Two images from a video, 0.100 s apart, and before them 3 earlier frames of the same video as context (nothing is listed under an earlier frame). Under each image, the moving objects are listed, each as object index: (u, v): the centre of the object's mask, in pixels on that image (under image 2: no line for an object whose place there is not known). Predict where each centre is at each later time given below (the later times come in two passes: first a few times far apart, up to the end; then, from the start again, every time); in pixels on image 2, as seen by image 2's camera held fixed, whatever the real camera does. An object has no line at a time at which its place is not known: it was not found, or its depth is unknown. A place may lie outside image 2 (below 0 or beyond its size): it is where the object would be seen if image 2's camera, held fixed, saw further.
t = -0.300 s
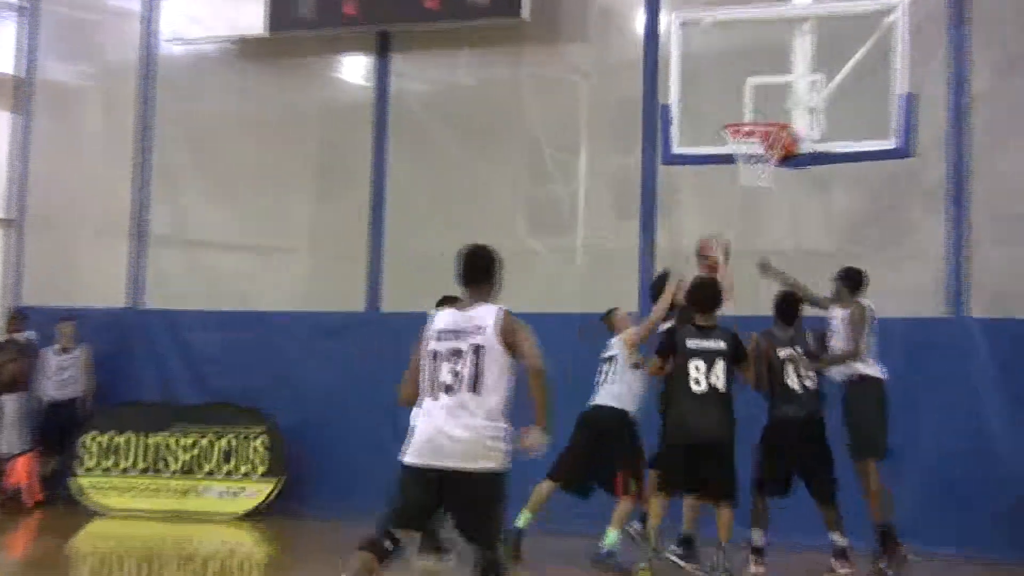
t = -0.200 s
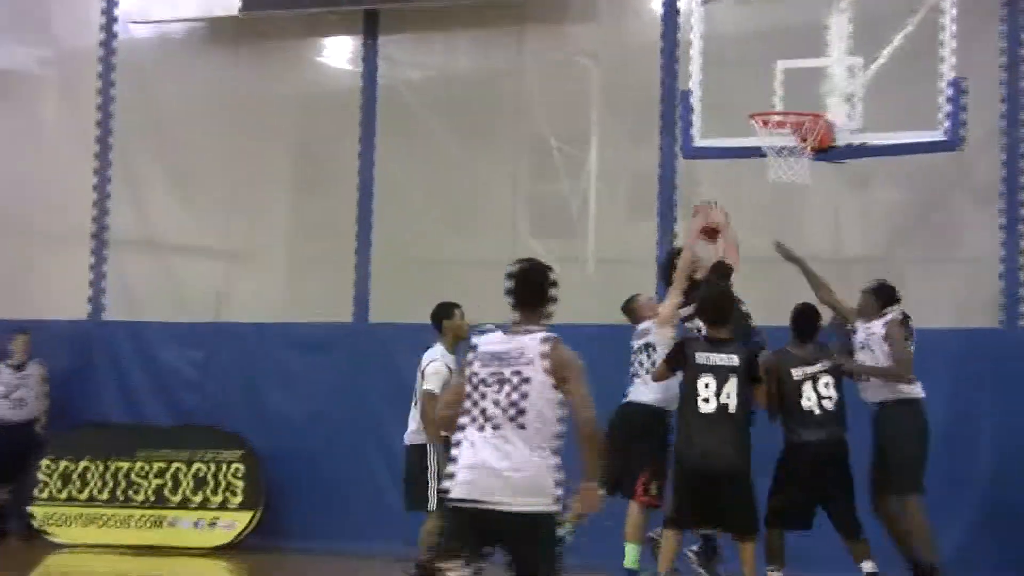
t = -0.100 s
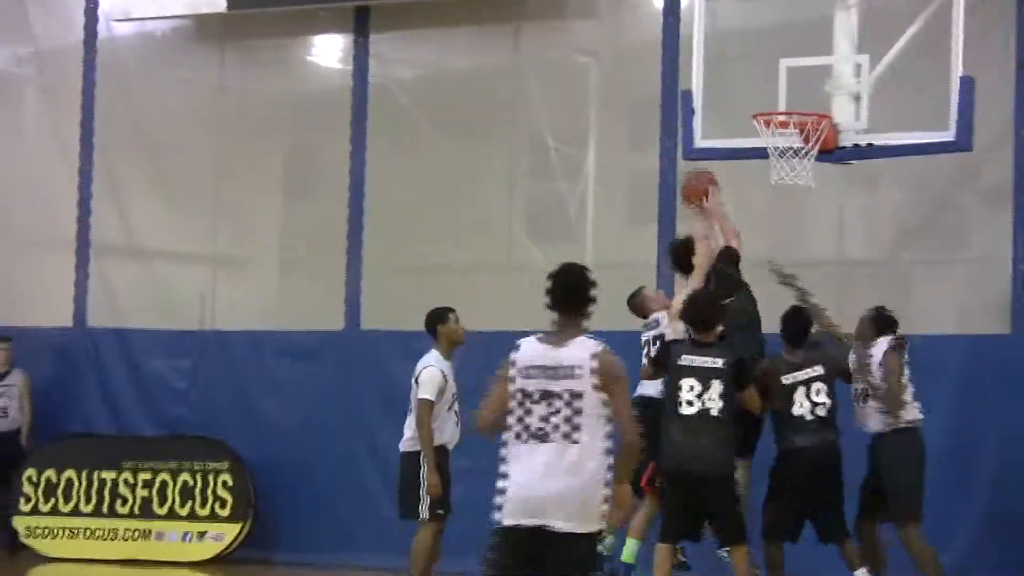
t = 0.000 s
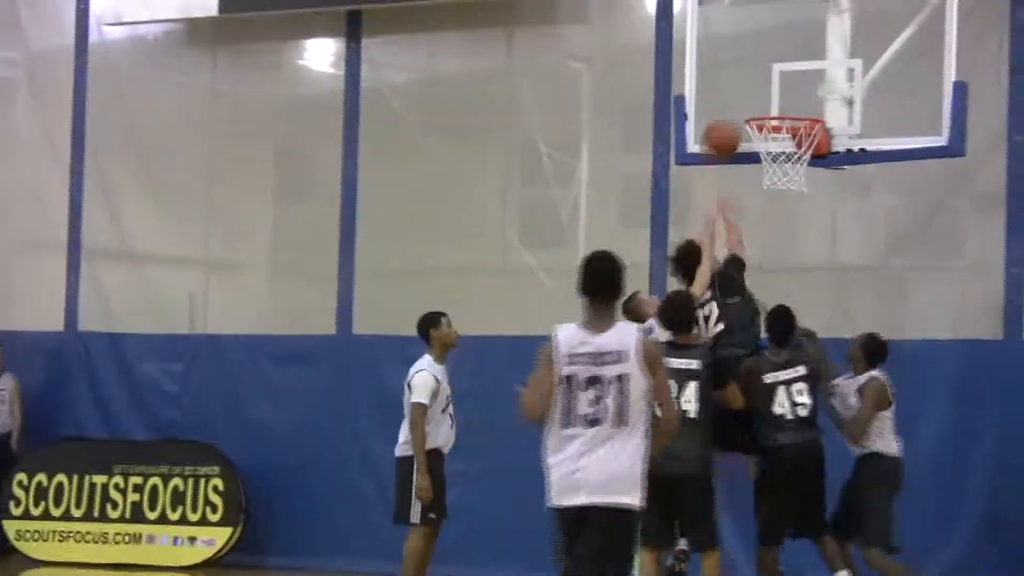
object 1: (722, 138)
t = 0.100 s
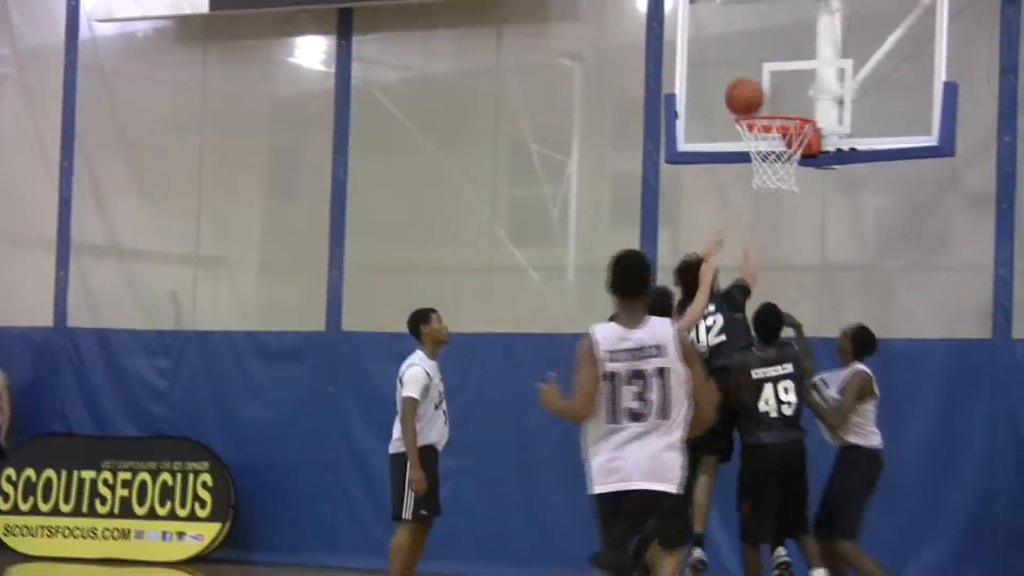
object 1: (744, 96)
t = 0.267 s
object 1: (756, 92)
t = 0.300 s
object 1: (759, 97)
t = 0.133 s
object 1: (746, 93)
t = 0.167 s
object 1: (749, 91)
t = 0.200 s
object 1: (751, 90)
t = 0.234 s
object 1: (753, 90)
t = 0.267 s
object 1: (756, 92)
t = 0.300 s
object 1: (759, 97)
